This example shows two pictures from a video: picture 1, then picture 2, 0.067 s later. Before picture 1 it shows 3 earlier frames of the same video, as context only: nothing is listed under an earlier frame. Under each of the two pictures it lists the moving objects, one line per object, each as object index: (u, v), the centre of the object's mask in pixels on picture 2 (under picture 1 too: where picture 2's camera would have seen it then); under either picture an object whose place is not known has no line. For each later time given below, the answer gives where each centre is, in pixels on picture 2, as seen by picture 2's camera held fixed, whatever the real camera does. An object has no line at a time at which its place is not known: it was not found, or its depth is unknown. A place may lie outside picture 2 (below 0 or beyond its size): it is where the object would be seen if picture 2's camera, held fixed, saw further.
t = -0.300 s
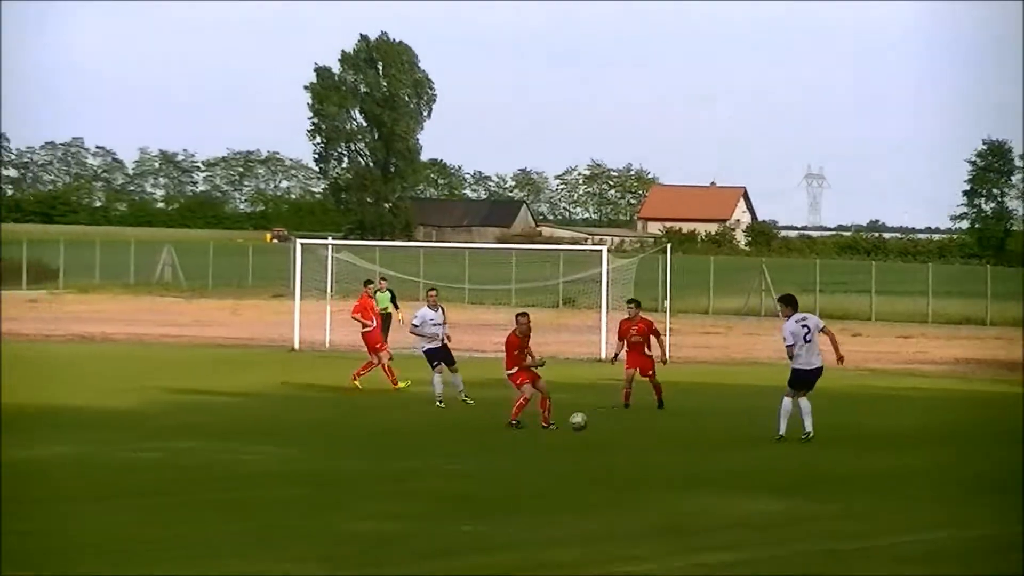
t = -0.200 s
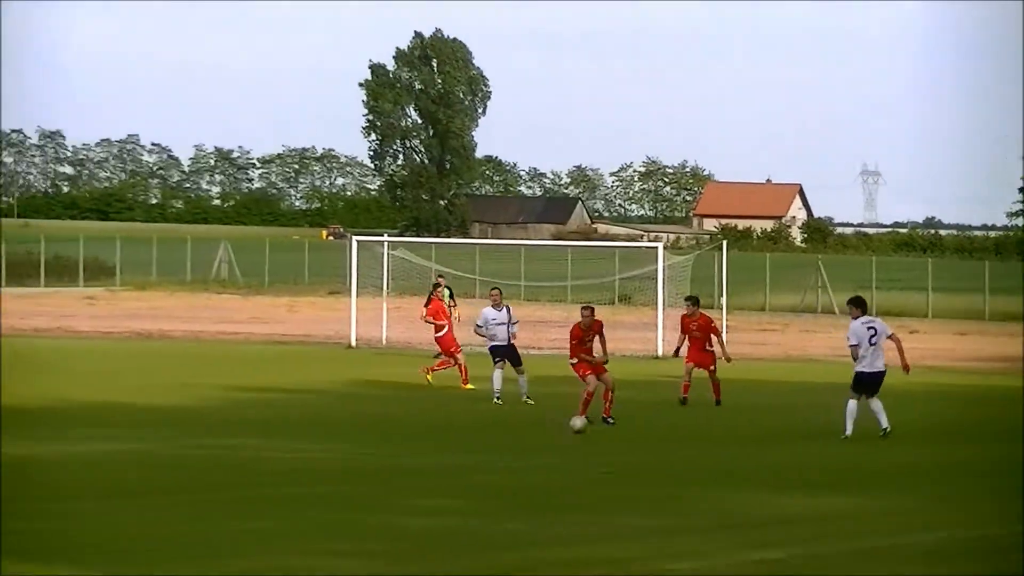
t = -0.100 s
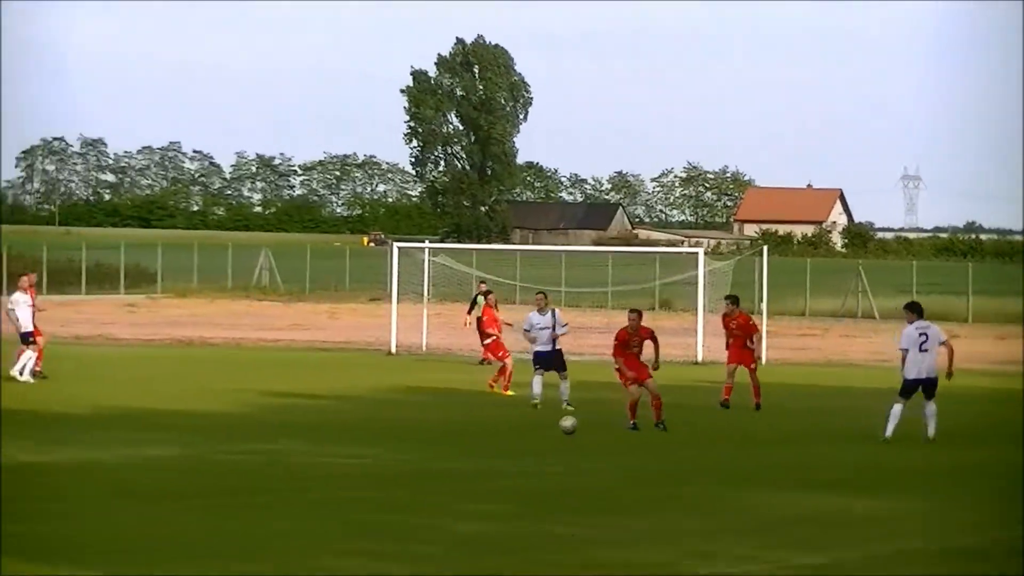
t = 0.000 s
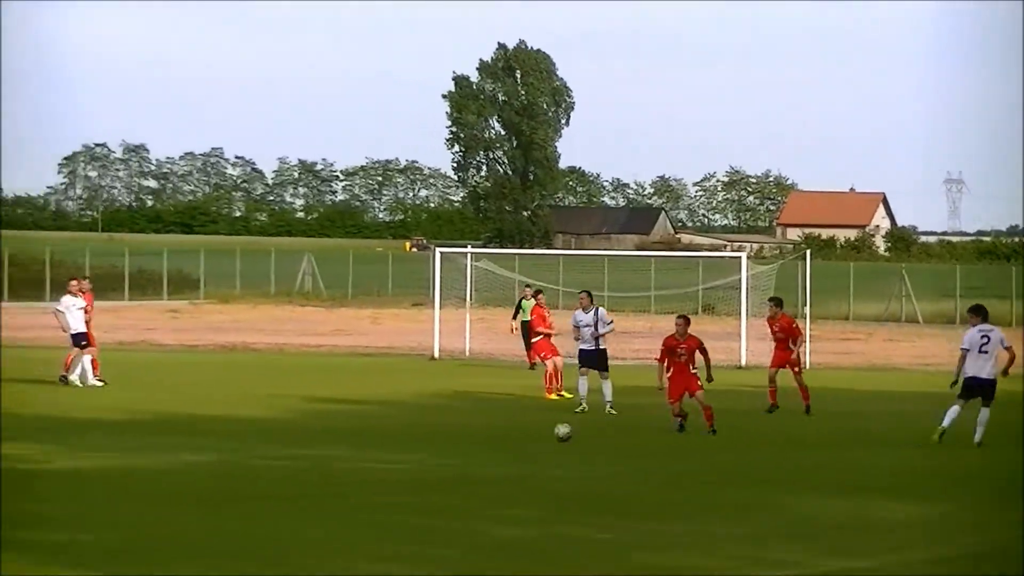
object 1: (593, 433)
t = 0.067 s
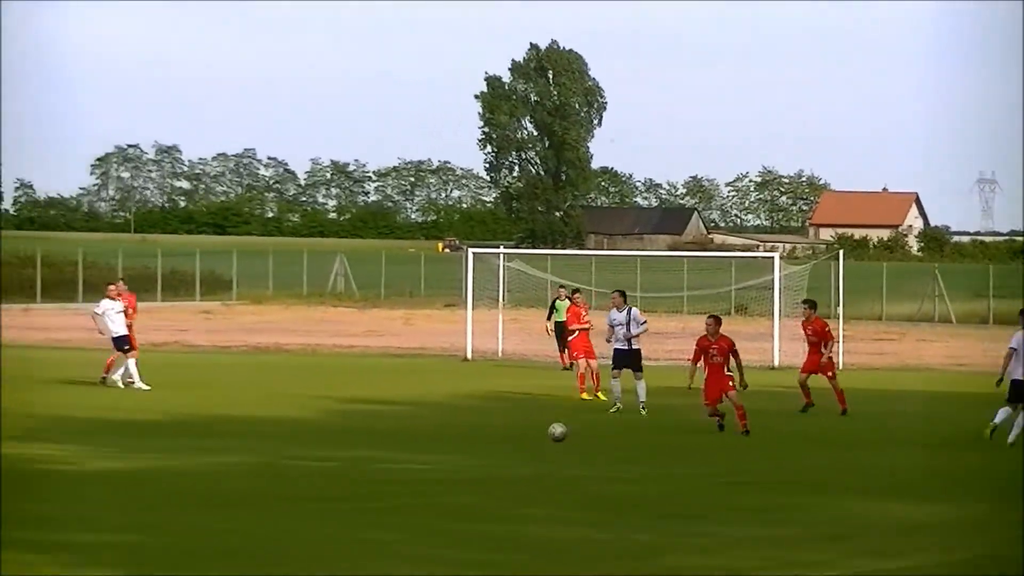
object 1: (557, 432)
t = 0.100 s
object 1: (549, 430)
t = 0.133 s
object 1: (533, 428)
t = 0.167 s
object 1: (516, 427)
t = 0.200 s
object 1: (507, 428)
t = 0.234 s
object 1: (490, 429)
